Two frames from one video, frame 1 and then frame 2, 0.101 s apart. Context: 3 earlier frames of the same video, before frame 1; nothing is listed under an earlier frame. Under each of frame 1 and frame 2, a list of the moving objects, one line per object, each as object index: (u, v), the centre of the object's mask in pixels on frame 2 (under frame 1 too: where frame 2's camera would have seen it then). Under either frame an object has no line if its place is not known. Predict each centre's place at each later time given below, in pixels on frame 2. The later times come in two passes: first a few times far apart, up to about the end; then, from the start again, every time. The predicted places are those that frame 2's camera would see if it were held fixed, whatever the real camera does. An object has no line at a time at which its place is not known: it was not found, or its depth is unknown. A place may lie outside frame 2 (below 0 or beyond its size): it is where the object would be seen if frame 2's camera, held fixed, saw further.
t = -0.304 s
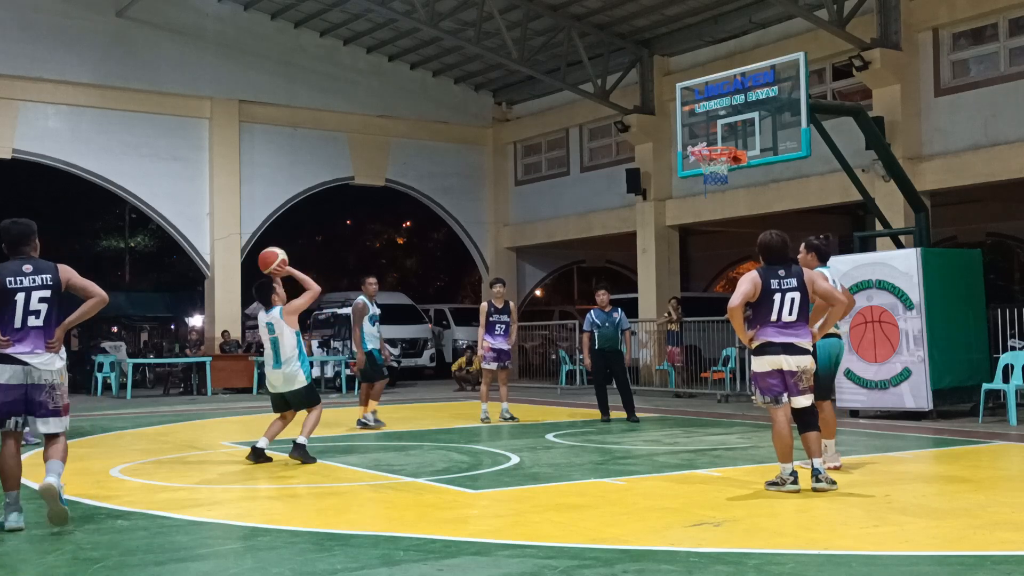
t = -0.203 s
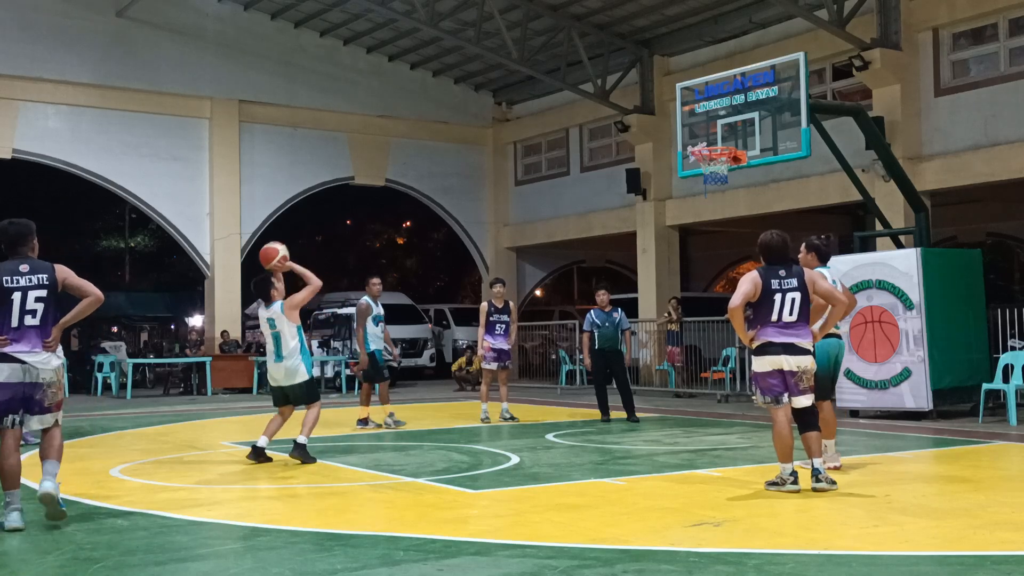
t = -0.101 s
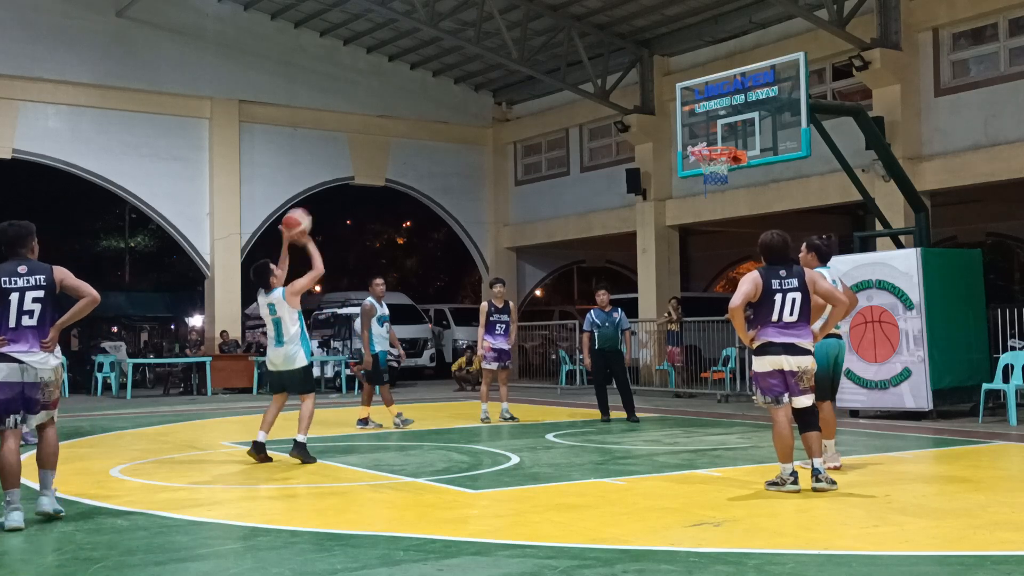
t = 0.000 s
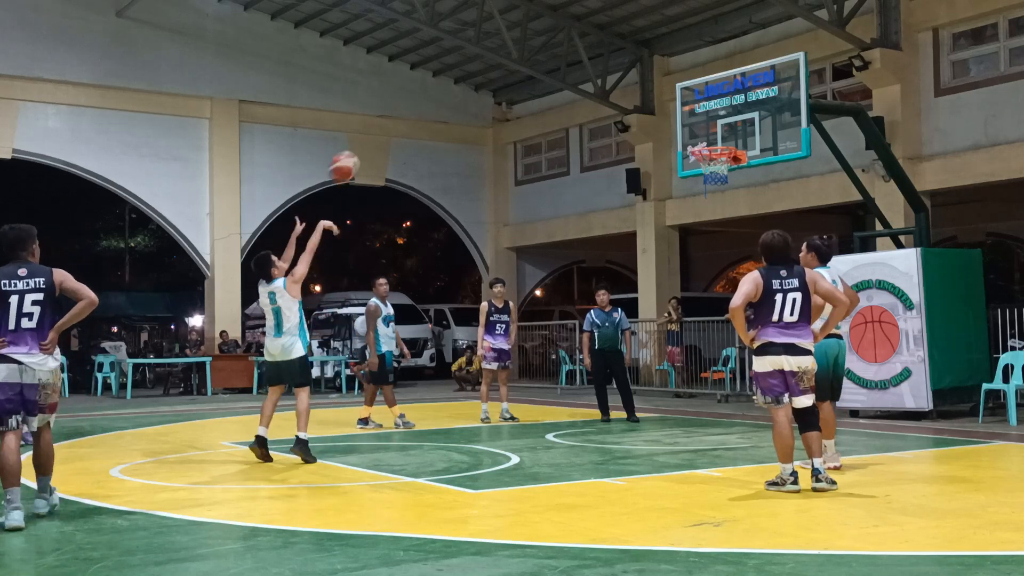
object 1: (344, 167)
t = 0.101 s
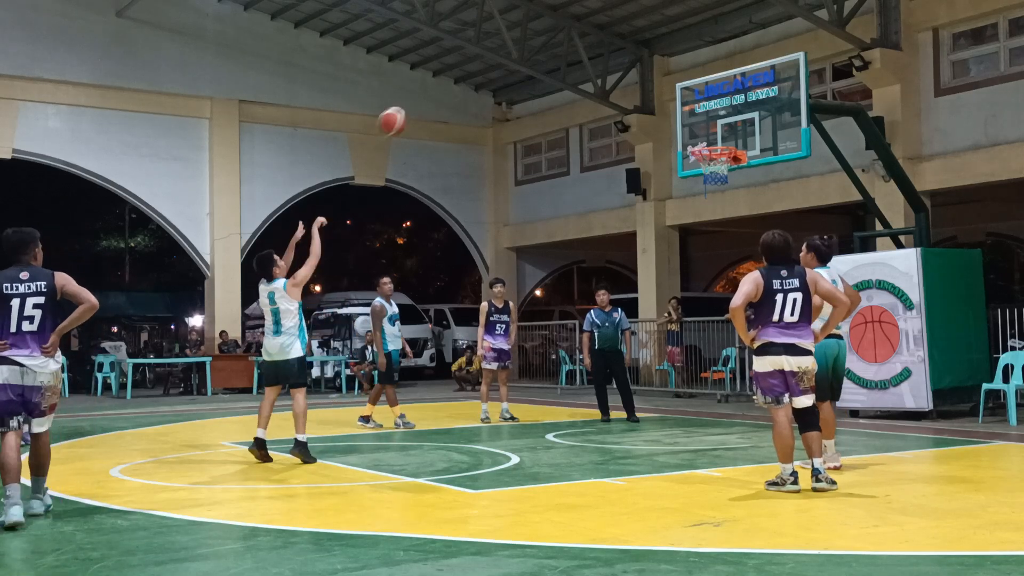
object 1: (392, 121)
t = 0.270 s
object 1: (468, 75)
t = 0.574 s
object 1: (588, 69)
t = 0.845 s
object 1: (679, 134)
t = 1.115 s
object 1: (662, 130)
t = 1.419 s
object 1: (634, 188)
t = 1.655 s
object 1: (612, 287)
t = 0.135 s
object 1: (408, 108)
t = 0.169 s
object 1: (424, 98)
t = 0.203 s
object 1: (439, 89)
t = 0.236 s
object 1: (454, 81)
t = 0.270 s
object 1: (468, 75)
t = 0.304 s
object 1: (482, 70)
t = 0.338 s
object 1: (496, 65)
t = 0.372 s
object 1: (510, 62)
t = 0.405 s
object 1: (523, 61)
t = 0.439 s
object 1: (536, 60)
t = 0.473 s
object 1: (549, 60)
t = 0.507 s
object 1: (562, 62)
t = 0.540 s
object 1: (575, 65)
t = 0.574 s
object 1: (588, 69)
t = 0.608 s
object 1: (600, 73)
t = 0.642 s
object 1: (611, 79)
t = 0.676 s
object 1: (624, 86)
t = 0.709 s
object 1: (635, 94)
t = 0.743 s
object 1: (646, 103)
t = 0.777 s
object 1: (658, 112)
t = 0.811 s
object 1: (668, 122)
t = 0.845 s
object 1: (679, 134)
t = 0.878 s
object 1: (686, 142)
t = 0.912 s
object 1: (683, 137)
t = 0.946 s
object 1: (680, 133)
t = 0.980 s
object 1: (676, 131)
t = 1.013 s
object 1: (672, 129)
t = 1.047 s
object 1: (669, 128)
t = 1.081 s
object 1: (666, 129)
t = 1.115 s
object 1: (662, 130)
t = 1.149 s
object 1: (658, 132)
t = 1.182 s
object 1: (656, 135)
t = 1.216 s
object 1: (652, 140)
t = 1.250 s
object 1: (649, 145)
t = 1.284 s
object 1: (645, 152)
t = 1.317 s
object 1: (642, 159)
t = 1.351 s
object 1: (639, 168)
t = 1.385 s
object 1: (636, 177)
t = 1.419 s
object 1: (634, 188)
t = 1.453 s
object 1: (631, 199)
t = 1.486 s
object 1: (628, 211)
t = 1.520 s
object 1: (624, 224)
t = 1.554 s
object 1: (621, 239)
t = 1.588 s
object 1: (618, 253)
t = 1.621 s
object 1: (616, 270)
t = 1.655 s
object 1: (612, 287)
